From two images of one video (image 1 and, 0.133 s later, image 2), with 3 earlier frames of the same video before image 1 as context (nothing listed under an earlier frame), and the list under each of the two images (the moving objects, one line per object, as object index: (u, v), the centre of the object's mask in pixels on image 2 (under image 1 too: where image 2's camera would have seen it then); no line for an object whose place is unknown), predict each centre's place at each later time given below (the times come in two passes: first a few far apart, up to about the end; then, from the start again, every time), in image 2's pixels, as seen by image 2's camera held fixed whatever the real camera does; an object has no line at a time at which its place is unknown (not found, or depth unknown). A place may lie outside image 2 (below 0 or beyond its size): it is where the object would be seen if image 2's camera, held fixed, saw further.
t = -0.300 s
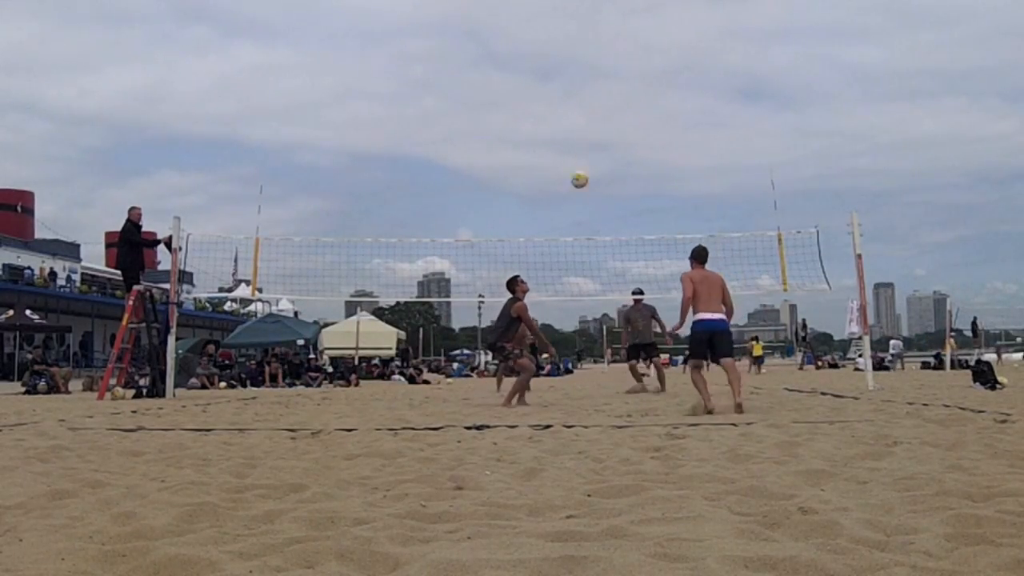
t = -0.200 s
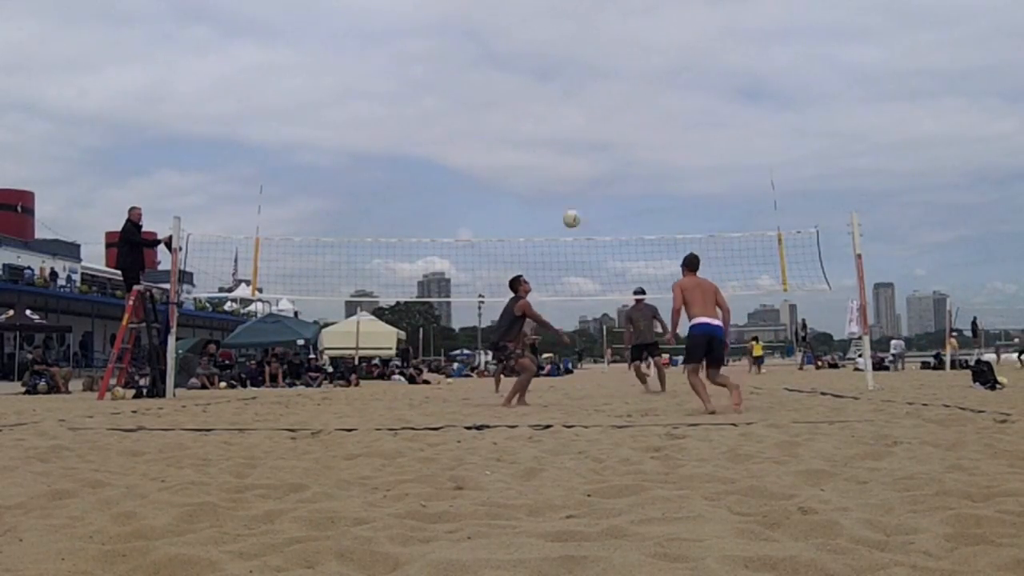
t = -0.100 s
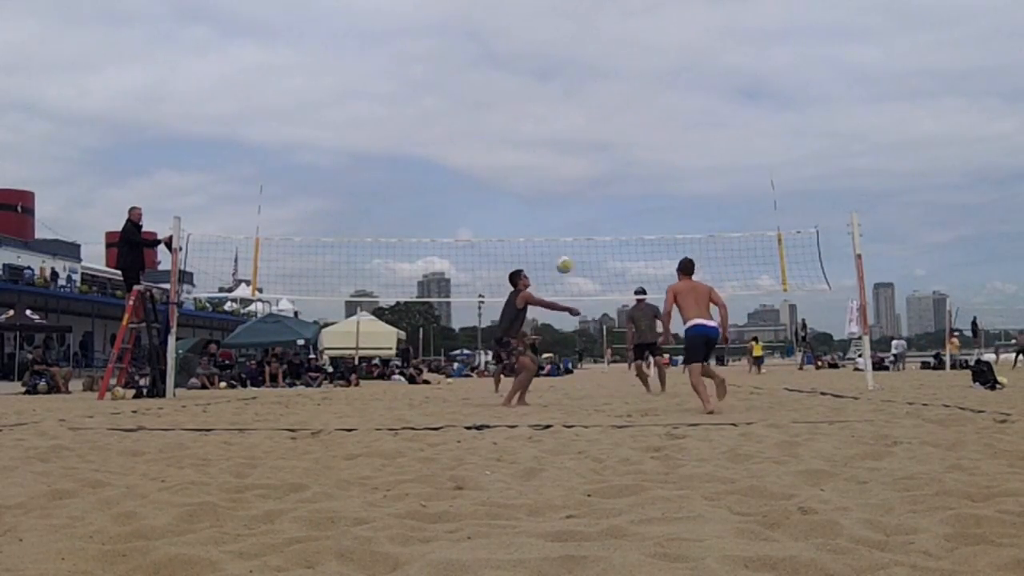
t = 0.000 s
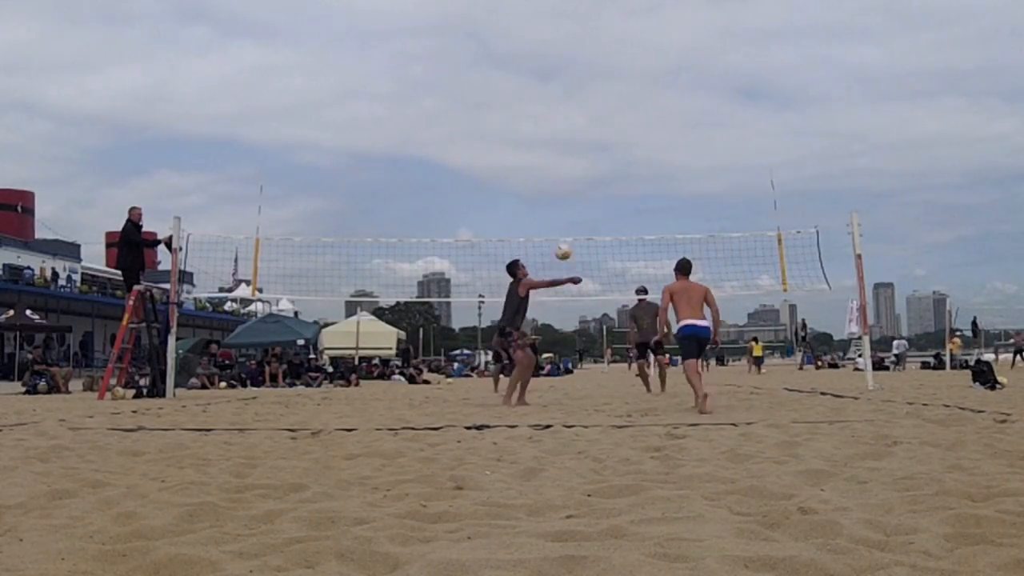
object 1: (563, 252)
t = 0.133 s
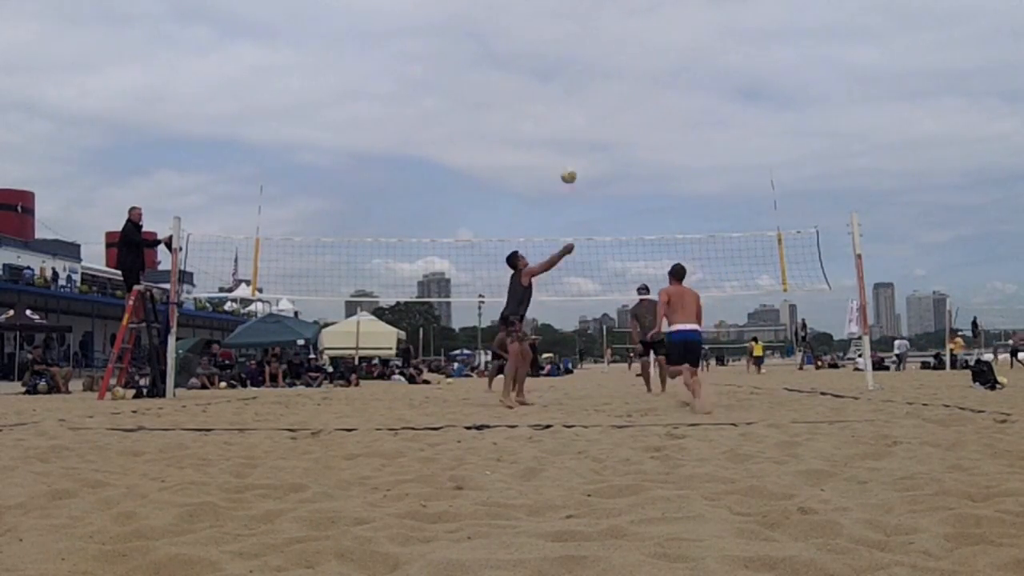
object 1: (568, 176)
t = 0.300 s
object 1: (575, 101)
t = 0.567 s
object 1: (584, 30)
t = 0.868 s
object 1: (596, 14)
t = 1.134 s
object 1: (607, 52)
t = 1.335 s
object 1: (616, 114)
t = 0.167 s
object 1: (570, 159)
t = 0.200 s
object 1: (571, 144)
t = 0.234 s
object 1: (572, 129)
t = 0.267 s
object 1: (574, 114)
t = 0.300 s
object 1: (575, 101)
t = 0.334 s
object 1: (576, 89)
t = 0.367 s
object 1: (577, 78)
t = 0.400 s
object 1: (579, 68)
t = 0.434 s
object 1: (580, 59)
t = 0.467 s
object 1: (581, 51)
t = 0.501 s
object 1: (582, 42)
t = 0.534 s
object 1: (583, 36)
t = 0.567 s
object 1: (584, 30)
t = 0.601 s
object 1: (585, 25)
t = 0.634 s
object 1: (587, 21)
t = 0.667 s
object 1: (588, 17)
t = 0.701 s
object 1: (590, 15)
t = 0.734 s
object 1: (591, 13)
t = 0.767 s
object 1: (592, 12)
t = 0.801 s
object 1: (593, 12)
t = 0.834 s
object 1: (595, 12)
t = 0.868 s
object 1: (596, 14)
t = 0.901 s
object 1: (598, 16)
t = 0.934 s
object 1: (599, 19)
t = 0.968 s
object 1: (600, 22)
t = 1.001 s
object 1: (601, 27)
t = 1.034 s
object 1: (603, 32)
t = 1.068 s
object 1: (604, 38)
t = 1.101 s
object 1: (606, 45)
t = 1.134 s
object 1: (607, 52)
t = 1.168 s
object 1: (608, 61)
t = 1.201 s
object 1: (610, 71)
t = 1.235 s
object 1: (611, 80)
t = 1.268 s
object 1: (612, 91)
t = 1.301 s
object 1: (614, 103)
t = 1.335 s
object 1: (616, 114)
